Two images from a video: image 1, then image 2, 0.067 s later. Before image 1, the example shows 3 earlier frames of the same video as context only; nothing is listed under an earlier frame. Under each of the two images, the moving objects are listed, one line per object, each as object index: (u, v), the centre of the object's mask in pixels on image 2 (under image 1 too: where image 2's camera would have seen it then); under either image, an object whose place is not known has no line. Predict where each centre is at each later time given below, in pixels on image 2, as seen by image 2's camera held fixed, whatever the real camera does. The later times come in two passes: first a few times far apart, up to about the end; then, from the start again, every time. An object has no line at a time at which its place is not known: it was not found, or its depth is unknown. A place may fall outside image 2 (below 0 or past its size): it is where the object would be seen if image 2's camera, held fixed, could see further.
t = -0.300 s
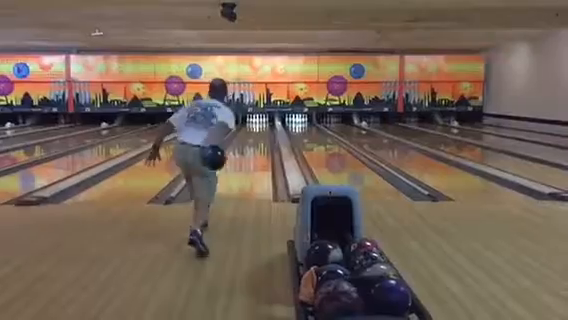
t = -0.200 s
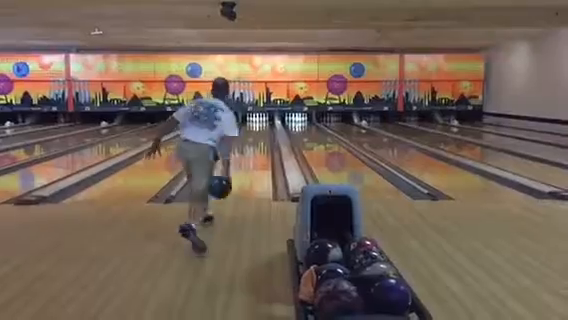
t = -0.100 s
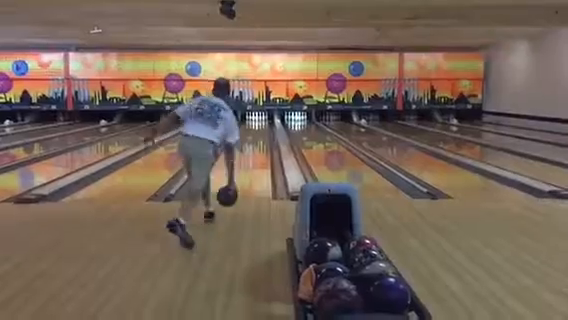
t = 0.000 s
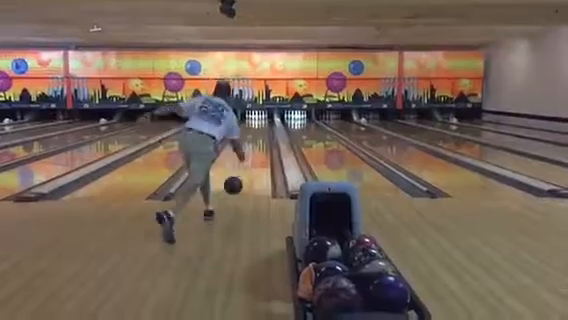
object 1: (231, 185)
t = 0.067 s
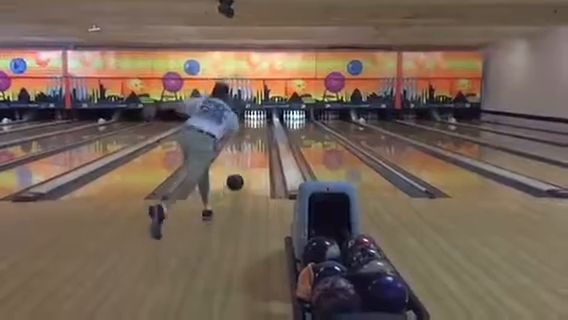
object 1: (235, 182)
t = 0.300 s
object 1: (243, 170)
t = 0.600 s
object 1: (249, 154)
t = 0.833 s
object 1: (252, 145)
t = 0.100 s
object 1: (236, 182)
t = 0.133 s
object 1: (237, 183)
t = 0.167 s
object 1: (239, 180)
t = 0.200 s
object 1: (240, 177)
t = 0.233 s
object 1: (240, 175)
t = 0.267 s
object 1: (241, 173)
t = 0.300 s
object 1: (243, 170)
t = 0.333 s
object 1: (243, 168)
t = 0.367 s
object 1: (244, 166)
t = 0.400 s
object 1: (245, 164)
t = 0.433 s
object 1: (246, 162)
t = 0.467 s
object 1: (247, 161)
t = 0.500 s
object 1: (247, 159)
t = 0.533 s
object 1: (248, 157)
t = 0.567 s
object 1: (248, 155)
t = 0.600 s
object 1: (249, 154)
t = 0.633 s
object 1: (250, 153)
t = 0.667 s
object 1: (250, 151)
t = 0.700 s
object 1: (251, 150)
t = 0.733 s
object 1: (251, 149)
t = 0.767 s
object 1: (252, 147)
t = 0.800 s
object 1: (252, 146)
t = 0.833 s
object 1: (252, 145)
